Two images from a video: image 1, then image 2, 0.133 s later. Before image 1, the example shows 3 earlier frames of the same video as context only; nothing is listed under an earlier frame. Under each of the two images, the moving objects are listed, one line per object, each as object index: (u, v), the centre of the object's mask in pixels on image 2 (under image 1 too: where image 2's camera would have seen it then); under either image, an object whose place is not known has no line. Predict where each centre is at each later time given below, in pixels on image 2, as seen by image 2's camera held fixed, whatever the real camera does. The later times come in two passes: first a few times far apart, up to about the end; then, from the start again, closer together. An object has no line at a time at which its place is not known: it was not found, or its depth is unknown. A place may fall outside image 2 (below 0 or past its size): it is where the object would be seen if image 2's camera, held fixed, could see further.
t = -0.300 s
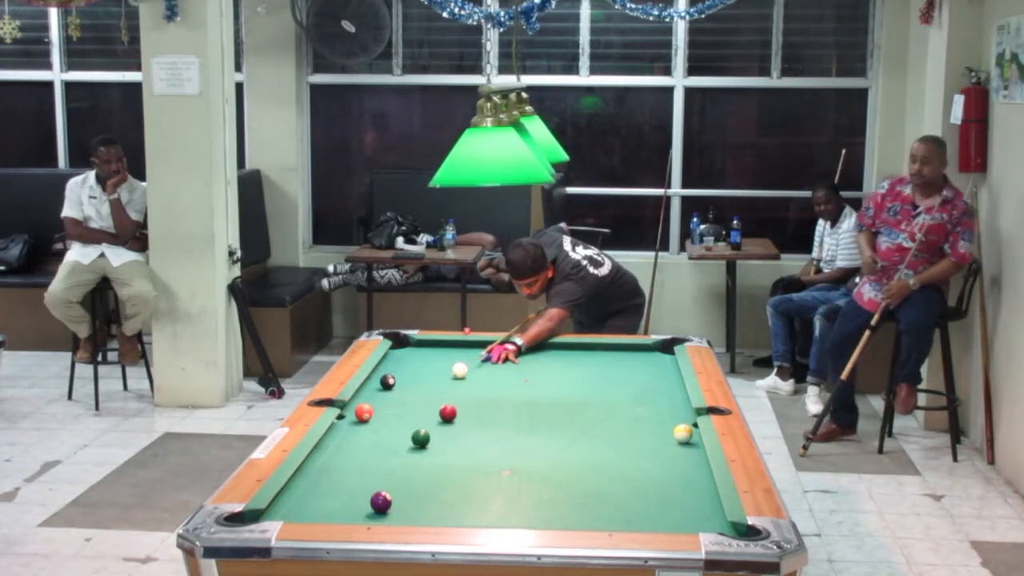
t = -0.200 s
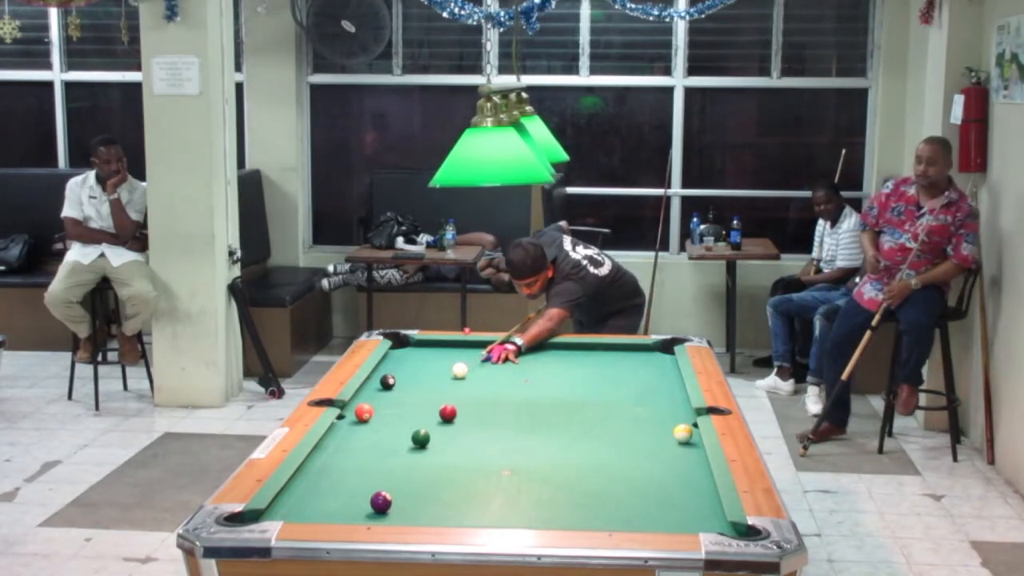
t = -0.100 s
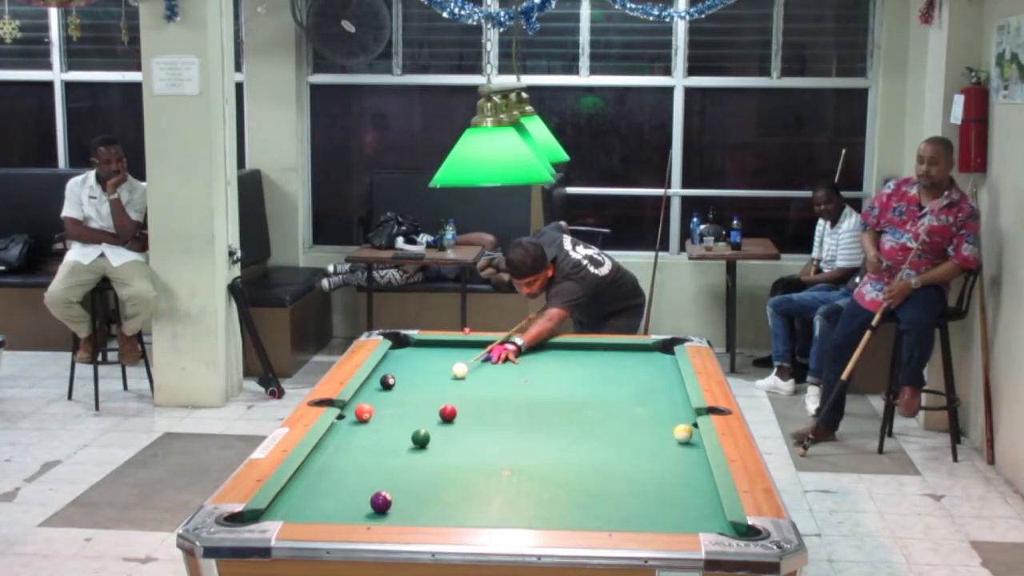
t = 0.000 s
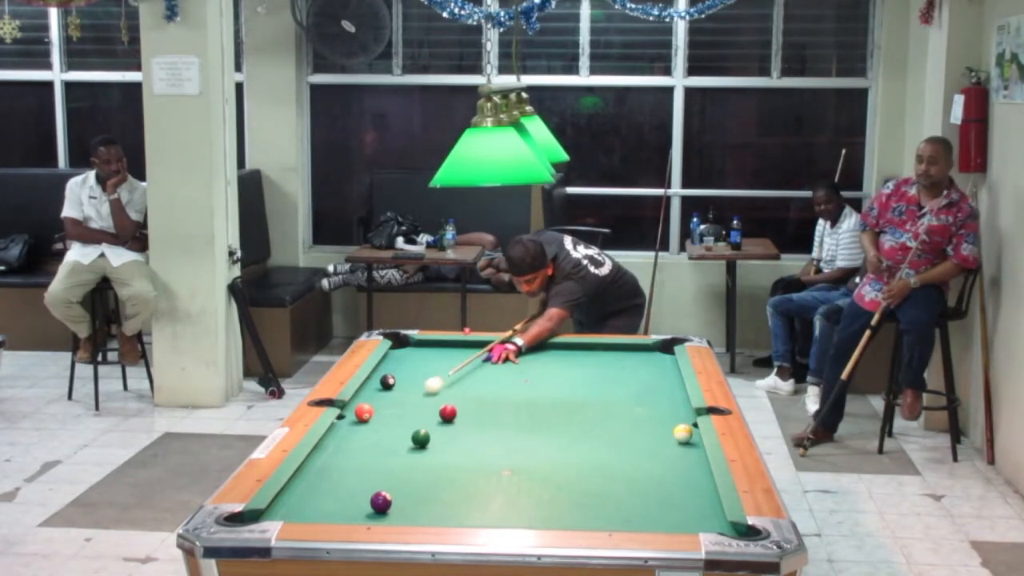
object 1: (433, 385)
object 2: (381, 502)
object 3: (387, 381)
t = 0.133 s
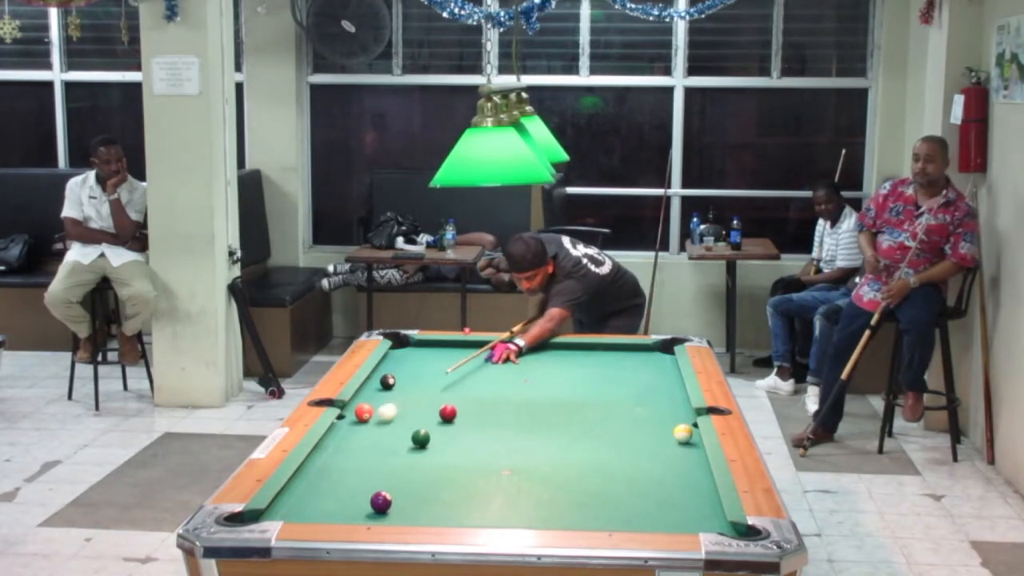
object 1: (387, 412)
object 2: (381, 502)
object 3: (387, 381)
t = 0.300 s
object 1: (320, 453)
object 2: (381, 502)
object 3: (387, 381)
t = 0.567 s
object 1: (319, 514)
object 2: (381, 502)
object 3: (387, 381)
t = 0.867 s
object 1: (361, 484)
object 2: (458, 493)
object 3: (387, 381)
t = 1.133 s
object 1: (370, 461)
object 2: (536, 485)
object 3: (387, 381)
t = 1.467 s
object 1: (380, 436)
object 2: (627, 474)
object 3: (387, 381)
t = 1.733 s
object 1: (386, 419)
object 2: (693, 466)
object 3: (387, 381)
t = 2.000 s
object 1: (391, 404)
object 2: (663, 461)
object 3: (387, 381)
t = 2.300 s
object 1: (396, 391)
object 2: (618, 455)
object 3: (387, 380)
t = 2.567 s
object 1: (408, 381)
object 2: (582, 450)
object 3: (380, 379)
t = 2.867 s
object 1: (427, 373)
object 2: (545, 445)
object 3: (382, 376)
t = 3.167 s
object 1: (444, 367)
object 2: (511, 440)
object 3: (393, 374)
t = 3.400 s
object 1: (455, 363)
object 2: (486, 437)
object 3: (400, 373)
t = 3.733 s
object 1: (471, 358)
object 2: (455, 432)
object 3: (408, 371)
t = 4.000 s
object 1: (482, 354)
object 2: (433, 428)
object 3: (413, 371)
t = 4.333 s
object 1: (494, 349)
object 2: (407, 425)
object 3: (416, 370)
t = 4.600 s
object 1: (503, 347)
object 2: (388, 423)
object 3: (416, 369)
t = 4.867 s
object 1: (511, 344)
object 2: (372, 420)
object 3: (416, 369)
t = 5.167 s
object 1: (514, 345)
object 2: (355, 419)
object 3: (416, 369)
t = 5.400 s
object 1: (516, 346)
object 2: (347, 417)
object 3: (416, 369)
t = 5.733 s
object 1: (519, 347)
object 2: (351, 417)
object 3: (416, 369)
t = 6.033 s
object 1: (520, 348)
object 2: (352, 417)
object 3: (416, 369)
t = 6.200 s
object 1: (521, 349)
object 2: (352, 417)
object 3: (416, 369)
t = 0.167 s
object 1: (375, 419)
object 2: (381, 502)
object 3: (387, 381)
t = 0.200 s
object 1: (361, 428)
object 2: (381, 502)
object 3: (387, 381)
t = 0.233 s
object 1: (347, 436)
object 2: (381, 502)
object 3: (387, 381)
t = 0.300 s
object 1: (320, 453)
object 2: (381, 502)
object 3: (387, 381)
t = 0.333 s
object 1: (319, 461)
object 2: (381, 502)
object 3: (387, 381)
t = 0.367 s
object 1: (318, 469)
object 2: (381, 502)
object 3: (387, 381)
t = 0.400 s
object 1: (317, 479)
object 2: (381, 502)
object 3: (387, 381)
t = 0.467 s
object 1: (314, 496)
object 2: (381, 502)
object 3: (387, 381)
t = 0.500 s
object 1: (312, 506)
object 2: (381, 502)
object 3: (387, 381)
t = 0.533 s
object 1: (311, 513)
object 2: (381, 502)
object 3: (387, 381)
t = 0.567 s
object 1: (319, 514)
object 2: (381, 502)
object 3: (387, 381)
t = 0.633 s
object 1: (349, 507)
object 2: (381, 502)
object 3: (387, 381)
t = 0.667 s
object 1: (359, 502)
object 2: (386, 501)
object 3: (387, 381)
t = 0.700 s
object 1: (357, 500)
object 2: (401, 500)
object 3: (387, 381)
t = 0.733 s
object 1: (356, 496)
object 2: (414, 498)
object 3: (387, 381)
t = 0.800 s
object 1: (358, 490)
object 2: (437, 496)
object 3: (387, 381)
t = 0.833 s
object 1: (360, 487)
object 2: (448, 494)
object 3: (387, 381)
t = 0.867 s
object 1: (361, 484)
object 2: (458, 493)
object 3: (387, 381)
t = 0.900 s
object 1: (362, 481)
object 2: (468, 492)
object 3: (387, 381)
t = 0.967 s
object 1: (365, 475)
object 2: (488, 490)
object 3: (388, 381)
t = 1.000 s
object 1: (366, 472)
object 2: (498, 489)
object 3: (387, 381)
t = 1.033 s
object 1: (367, 469)
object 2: (508, 487)
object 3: (388, 381)
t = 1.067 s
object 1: (368, 466)
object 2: (518, 486)
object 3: (387, 381)
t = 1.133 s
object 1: (370, 461)
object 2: (536, 485)
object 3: (387, 381)
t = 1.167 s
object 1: (371, 458)
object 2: (546, 483)
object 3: (388, 381)
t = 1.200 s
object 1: (373, 455)
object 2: (556, 482)
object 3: (388, 381)
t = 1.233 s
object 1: (373, 453)
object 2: (565, 481)
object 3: (388, 381)
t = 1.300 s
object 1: (375, 447)
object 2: (584, 479)
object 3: (388, 381)
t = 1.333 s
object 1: (376, 445)
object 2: (592, 478)
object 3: (388, 381)
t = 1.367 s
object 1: (377, 443)
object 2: (601, 477)
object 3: (388, 381)
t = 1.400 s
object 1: (378, 440)
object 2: (610, 476)
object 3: (387, 381)
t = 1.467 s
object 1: (380, 436)
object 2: (627, 474)
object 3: (387, 381)
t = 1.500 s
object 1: (380, 434)
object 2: (636, 473)
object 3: (388, 381)
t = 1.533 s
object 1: (381, 431)
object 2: (644, 472)
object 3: (387, 381)
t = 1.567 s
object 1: (382, 429)
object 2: (653, 471)
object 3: (387, 381)
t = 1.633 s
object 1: (383, 425)
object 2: (669, 469)
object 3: (387, 381)
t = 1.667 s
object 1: (384, 423)
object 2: (678, 469)
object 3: (388, 381)
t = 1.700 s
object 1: (385, 421)
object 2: (686, 467)
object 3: (387, 381)
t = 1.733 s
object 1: (386, 419)
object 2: (693, 466)
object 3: (387, 381)
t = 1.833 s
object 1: (388, 413)
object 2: (689, 464)
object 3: (387, 381)
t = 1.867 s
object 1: (388, 412)
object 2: (684, 464)
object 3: (387, 381)
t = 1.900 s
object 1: (389, 410)
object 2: (679, 463)
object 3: (387, 381)
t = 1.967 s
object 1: (391, 406)
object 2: (668, 462)
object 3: (387, 381)
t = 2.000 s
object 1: (391, 404)
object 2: (663, 461)
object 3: (387, 381)
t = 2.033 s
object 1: (392, 402)
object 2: (658, 460)
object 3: (387, 381)
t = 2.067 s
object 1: (392, 401)
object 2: (653, 459)
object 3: (387, 381)
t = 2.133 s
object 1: (393, 398)
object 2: (643, 458)
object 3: (387, 381)
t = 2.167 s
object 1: (394, 396)
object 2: (638, 458)
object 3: (387, 381)
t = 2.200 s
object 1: (394, 395)
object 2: (633, 457)
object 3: (387, 381)
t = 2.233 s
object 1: (395, 393)
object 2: (628, 456)
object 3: (387, 380)
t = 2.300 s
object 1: (396, 391)
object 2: (618, 455)
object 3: (387, 380)
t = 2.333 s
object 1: (396, 388)
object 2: (614, 454)
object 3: (386, 380)
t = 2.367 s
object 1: (397, 387)
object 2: (609, 454)
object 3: (386, 380)
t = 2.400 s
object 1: (398, 385)
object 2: (604, 453)
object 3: (386, 381)
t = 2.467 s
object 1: (401, 383)
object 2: (596, 452)
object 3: (385, 381)
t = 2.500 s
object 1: (403, 382)
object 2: (591, 451)
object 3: (383, 380)
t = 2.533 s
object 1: (406, 381)
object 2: (587, 451)
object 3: (382, 379)
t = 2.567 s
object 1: (408, 381)
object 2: (582, 450)
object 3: (380, 379)
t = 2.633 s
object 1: (412, 379)
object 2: (574, 449)
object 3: (376, 378)
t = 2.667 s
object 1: (415, 378)
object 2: (570, 448)
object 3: (375, 378)
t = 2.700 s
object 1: (416, 377)
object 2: (565, 447)
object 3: (376, 378)
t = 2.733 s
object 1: (419, 376)
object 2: (561, 447)
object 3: (377, 377)
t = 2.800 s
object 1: (423, 375)
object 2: (553, 446)
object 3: (380, 376)
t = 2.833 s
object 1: (425, 374)
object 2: (549, 445)
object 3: (381, 376)
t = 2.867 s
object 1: (427, 373)
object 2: (545, 445)
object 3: (382, 376)
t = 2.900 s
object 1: (429, 373)
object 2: (541, 444)
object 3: (384, 376)
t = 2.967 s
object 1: (433, 371)
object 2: (533, 443)
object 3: (386, 375)
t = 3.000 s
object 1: (435, 371)
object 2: (529, 443)
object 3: (387, 375)
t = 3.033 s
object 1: (436, 370)
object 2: (525, 442)
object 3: (389, 374)
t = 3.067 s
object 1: (438, 369)
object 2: (522, 442)
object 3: (390, 374)
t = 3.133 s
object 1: (442, 368)
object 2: (514, 440)
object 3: (392, 374)
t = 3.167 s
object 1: (444, 367)
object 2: (511, 440)
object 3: (393, 374)
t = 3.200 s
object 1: (445, 367)
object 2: (507, 440)
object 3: (394, 374)
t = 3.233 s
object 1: (447, 366)
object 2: (504, 439)
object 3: (395, 374)
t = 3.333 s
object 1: (453, 364)
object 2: (493, 438)
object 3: (398, 373)
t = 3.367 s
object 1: (454, 364)
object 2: (490, 438)
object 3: (399, 373)
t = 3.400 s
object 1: (455, 363)
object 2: (486, 437)
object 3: (400, 373)
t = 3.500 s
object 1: (461, 361)
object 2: (477, 435)
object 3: (402, 372)
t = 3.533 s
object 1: (462, 361)
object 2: (473, 435)
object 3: (403, 372)
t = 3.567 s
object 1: (464, 360)
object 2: (470, 434)
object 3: (404, 372)
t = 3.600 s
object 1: (465, 360)
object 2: (467, 434)
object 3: (405, 372)
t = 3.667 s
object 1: (468, 359)
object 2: (461, 433)
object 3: (406, 372)
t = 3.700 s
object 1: (470, 358)
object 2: (458, 433)
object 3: (407, 371)
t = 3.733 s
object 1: (471, 358)
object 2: (455, 432)
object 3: (408, 371)
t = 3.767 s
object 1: (472, 357)
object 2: (452, 432)
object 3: (408, 371)
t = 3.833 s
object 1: (475, 356)
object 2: (446, 431)
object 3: (410, 371)
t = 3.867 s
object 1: (477, 356)
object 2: (443, 431)
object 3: (410, 371)
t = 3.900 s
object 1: (478, 355)
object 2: (441, 430)
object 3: (411, 371)
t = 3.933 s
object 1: (479, 355)
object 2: (438, 430)
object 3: (411, 371)
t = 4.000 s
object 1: (482, 354)
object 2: (433, 428)
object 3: (413, 371)
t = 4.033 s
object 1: (483, 353)
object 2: (431, 427)
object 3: (413, 371)
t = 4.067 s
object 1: (485, 353)
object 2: (428, 426)
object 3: (413, 370)
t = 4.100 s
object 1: (486, 352)
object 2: (425, 425)
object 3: (414, 370)
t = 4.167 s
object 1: (488, 351)
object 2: (419, 424)
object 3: (414, 370)
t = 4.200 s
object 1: (490, 351)
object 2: (416, 424)
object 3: (415, 370)
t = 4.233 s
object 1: (491, 351)
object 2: (413, 425)
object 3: (415, 370)
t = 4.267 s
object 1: (492, 350)
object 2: (411, 425)
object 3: (415, 370)
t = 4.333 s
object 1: (494, 349)
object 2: (407, 425)
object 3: (416, 370)
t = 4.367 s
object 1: (496, 349)
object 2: (404, 425)
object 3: (416, 370)
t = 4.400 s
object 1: (497, 349)
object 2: (402, 424)
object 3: (416, 370)
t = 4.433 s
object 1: (498, 348)
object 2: (399, 424)
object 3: (416, 370)
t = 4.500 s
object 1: (500, 347)
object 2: (395, 424)
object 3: (416, 370)
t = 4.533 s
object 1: (501, 347)
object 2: (392, 423)
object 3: (416, 370)
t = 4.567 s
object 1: (502, 347)
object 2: (390, 423)
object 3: (416, 370)
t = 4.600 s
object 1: (503, 347)
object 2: (388, 423)
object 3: (416, 369)
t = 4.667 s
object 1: (505, 346)
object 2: (384, 422)
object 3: (416, 370)
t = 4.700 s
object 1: (506, 346)
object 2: (382, 422)
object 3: (416, 370)
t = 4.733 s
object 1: (507, 345)
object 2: (380, 422)
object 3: (416, 370)
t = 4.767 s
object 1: (508, 345)
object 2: (378, 421)
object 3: (416, 369)
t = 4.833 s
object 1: (510, 344)
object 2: (374, 421)
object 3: (416, 369)
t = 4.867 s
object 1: (511, 344)
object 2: (372, 420)
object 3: (416, 369)
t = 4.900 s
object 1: (511, 344)
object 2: (371, 420)
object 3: (416, 369)
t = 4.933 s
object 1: (512, 344)
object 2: (369, 420)
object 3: (416, 369)
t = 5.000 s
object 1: (513, 344)
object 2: (365, 419)
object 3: (416, 369)
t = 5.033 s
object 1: (513, 344)
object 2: (363, 419)
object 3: (416, 370)
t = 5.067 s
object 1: (513, 345)
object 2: (361, 419)
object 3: (416, 369)
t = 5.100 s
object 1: (514, 345)
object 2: (359, 419)
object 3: (416, 369)
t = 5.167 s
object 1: (514, 345)
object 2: (355, 419)
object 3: (416, 369)
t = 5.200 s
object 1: (515, 345)
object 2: (353, 418)
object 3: (416, 369)
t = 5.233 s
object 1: (515, 346)
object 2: (352, 418)
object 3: (416, 369)
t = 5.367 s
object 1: (516, 346)
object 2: (347, 417)
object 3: (416, 369)
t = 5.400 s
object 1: (516, 346)
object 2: (347, 417)
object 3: (416, 369)
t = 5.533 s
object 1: (518, 347)
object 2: (348, 417)
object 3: (416, 369)
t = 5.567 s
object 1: (518, 347)
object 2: (350, 417)
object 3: (416, 369)
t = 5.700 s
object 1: (519, 347)
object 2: (350, 417)
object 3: (416, 369)
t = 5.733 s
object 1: (519, 347)
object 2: (351, 417)
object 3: (416, 369)
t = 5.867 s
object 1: (520, 348)
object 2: (351, 417)
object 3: (416, 369)
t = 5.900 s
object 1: (520, 348)
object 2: (351, 417)
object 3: (416, 369)
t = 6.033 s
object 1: (520, 348)
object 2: (352, 417)
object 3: (416, 369)
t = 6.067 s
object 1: (521, 349)
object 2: (351, 417)
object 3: (416, 369)
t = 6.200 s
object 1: (521, 349)
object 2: (352, 417)
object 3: (416, 369)
